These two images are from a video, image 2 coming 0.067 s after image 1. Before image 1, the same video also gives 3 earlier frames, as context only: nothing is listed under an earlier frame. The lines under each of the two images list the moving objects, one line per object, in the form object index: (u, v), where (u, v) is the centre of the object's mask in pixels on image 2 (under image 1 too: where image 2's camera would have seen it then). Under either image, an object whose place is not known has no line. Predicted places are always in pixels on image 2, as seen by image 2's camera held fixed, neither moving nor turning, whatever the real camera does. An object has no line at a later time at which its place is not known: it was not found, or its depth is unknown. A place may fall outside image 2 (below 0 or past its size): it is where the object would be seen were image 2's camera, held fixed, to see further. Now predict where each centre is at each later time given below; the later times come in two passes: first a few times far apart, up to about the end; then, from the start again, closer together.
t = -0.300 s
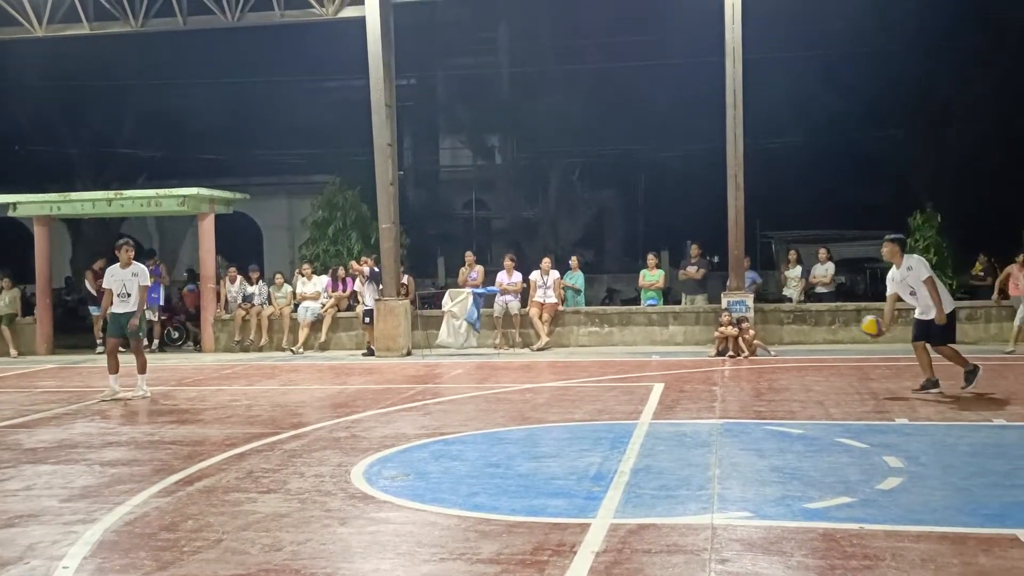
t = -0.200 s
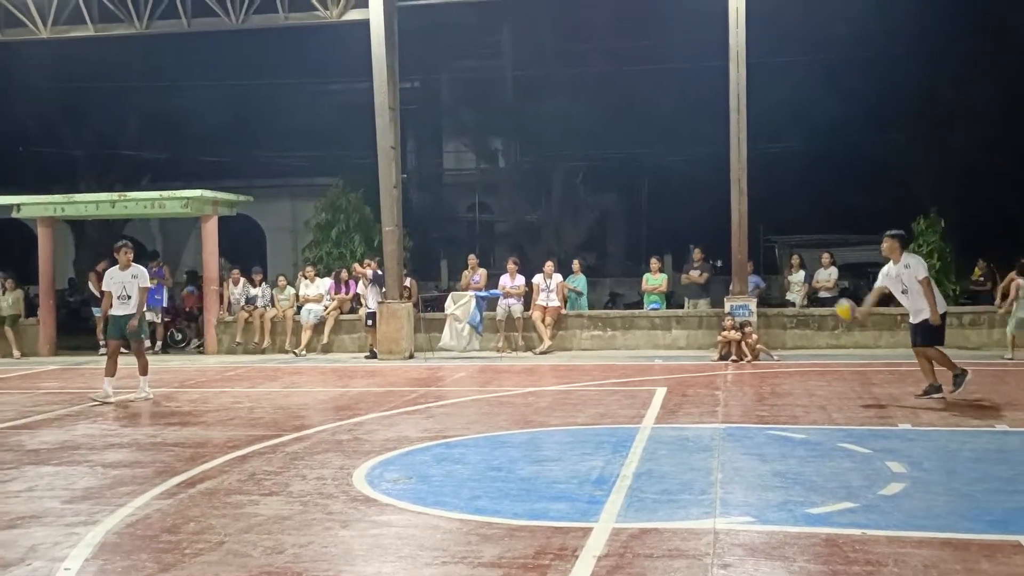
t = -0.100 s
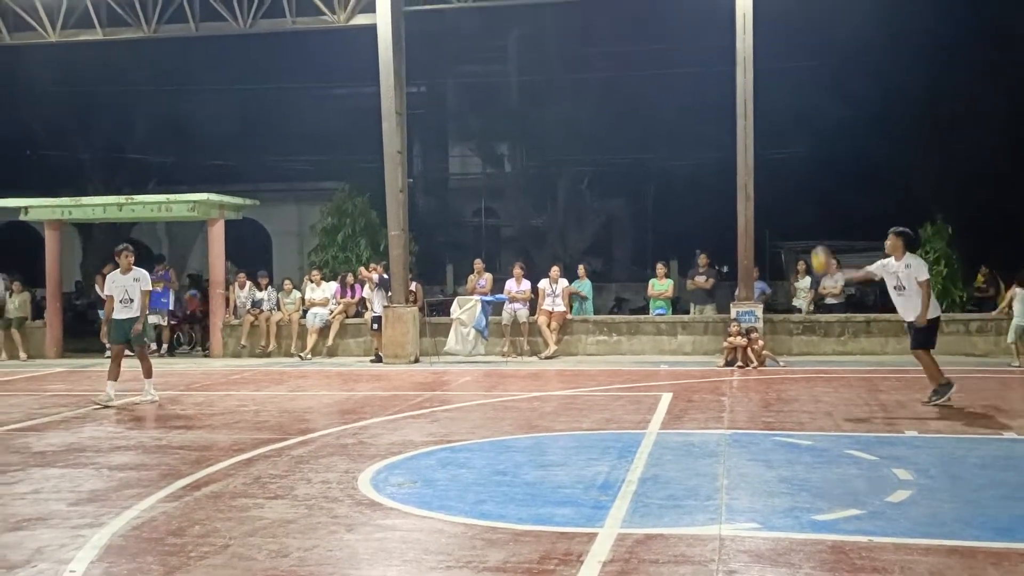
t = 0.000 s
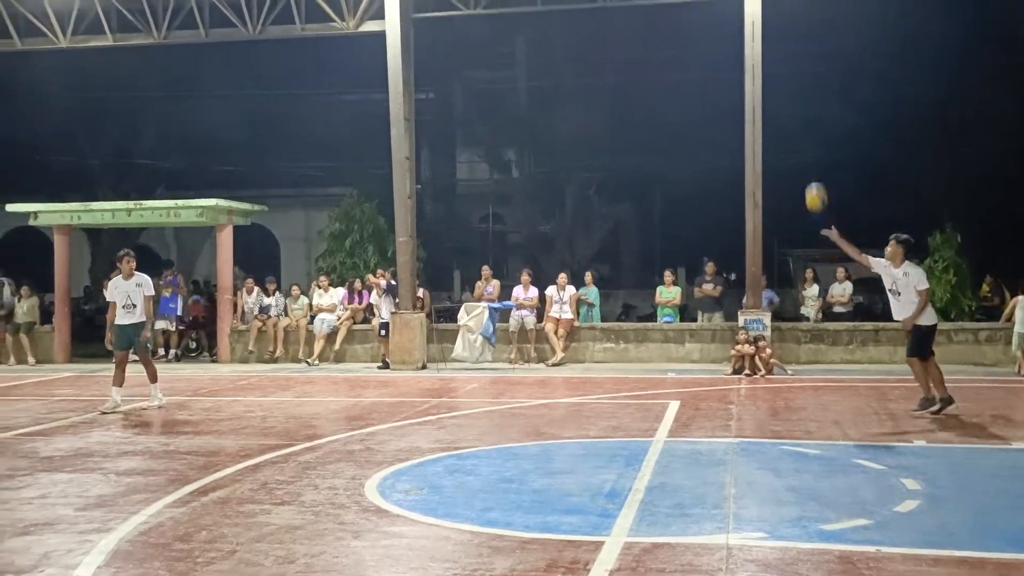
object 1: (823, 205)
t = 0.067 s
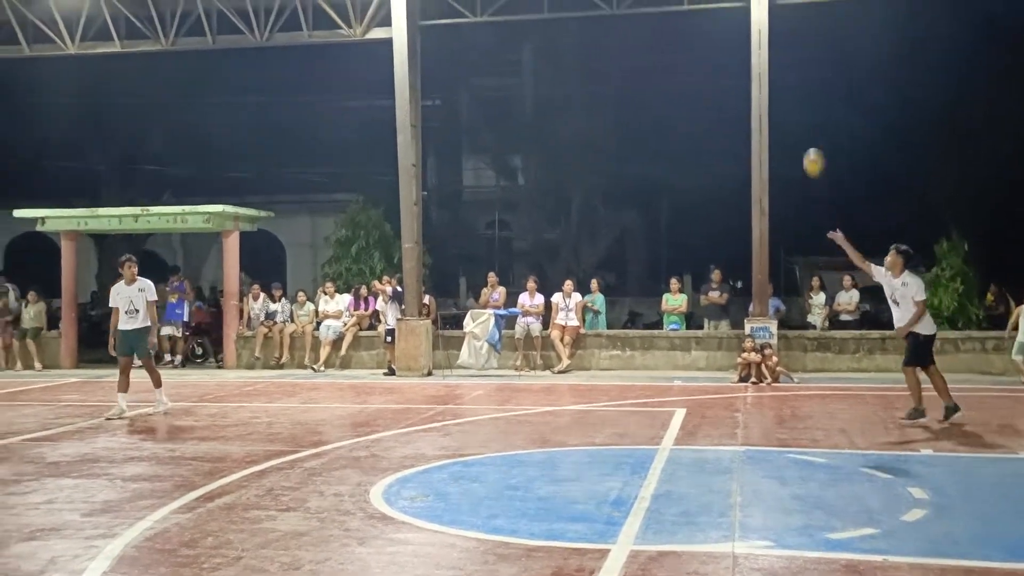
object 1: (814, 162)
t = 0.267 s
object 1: (787, 64)
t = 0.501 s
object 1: (760, 3)
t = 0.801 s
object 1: (723, 5)
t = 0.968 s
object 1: (703, 45)
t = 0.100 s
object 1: (809, 142)
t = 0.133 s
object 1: (805, 124)
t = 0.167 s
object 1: (801, 107)
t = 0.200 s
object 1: (796, 92)
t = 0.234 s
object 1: (792, 77)
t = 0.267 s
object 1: (787, 64)
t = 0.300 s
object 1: (783, 52)
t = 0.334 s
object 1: (779, 41)
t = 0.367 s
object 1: (775, 31)
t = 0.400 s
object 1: (771, 22)
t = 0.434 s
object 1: (768, 15)
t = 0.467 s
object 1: (764, 9)
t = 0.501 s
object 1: (760, 3)
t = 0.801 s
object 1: (723, 5)
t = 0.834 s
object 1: (719, 10)
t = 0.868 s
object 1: (715, 18)
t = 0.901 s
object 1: (711, 25)
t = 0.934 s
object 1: (707, 34)
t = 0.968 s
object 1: (703, 45)
